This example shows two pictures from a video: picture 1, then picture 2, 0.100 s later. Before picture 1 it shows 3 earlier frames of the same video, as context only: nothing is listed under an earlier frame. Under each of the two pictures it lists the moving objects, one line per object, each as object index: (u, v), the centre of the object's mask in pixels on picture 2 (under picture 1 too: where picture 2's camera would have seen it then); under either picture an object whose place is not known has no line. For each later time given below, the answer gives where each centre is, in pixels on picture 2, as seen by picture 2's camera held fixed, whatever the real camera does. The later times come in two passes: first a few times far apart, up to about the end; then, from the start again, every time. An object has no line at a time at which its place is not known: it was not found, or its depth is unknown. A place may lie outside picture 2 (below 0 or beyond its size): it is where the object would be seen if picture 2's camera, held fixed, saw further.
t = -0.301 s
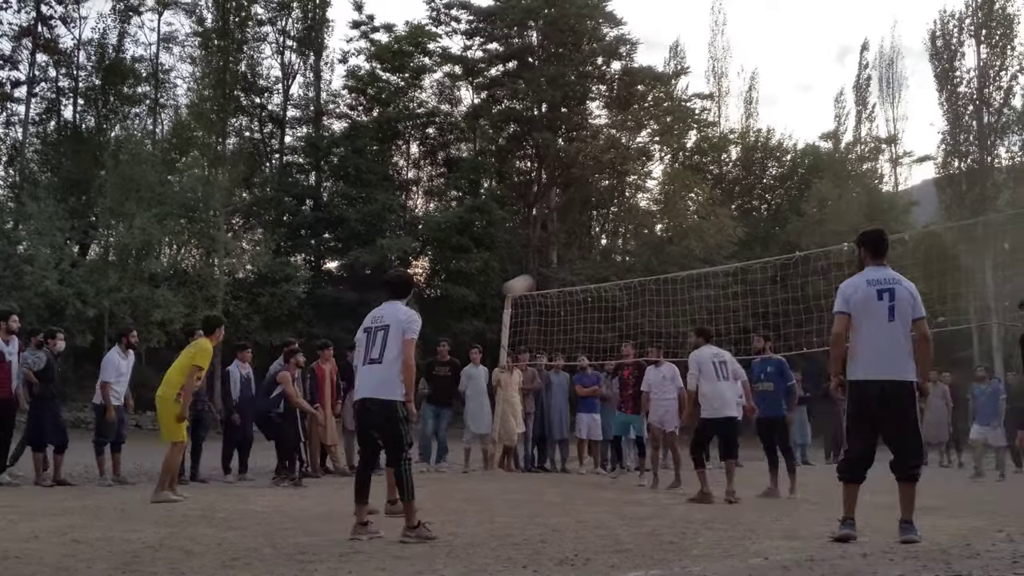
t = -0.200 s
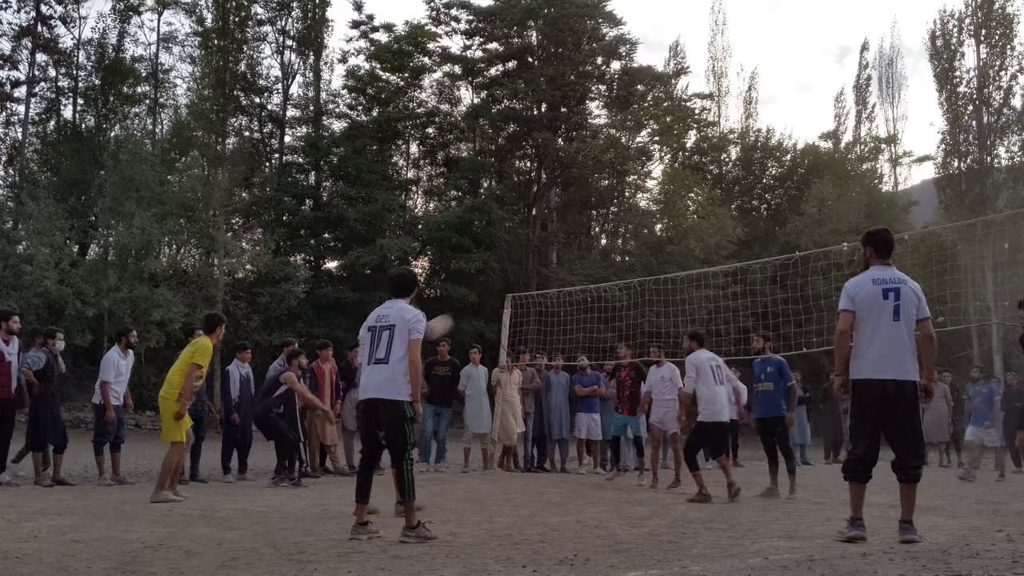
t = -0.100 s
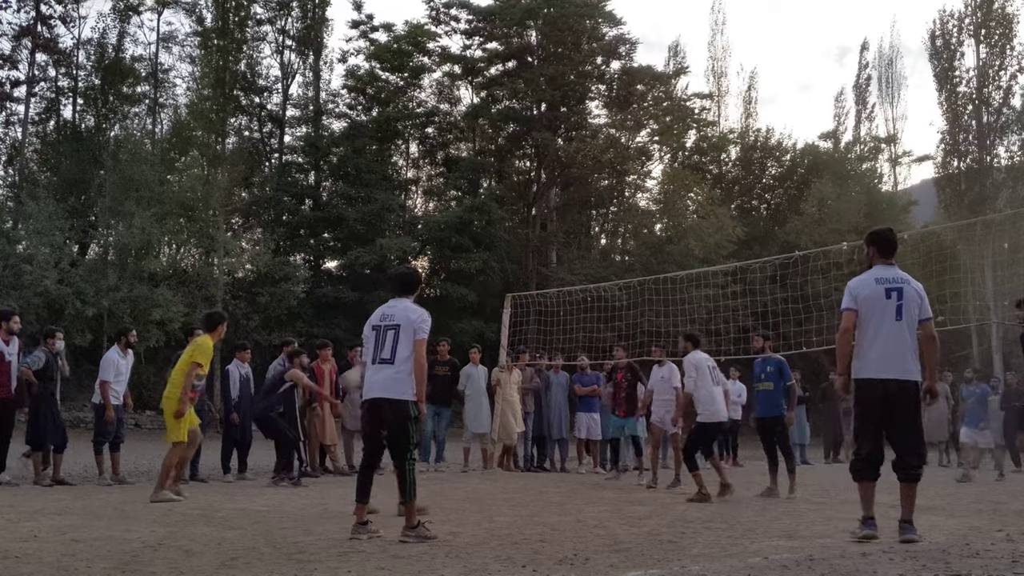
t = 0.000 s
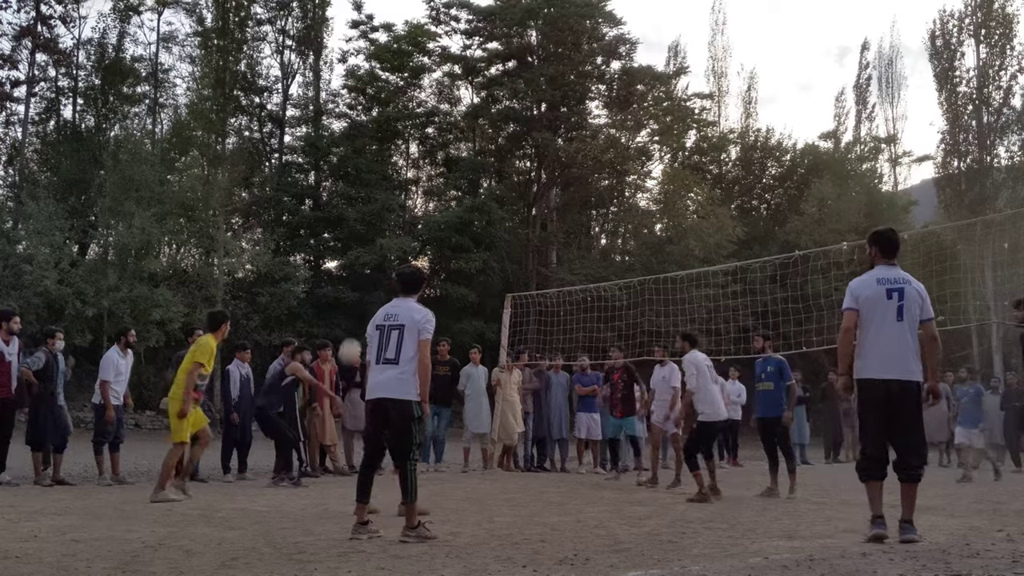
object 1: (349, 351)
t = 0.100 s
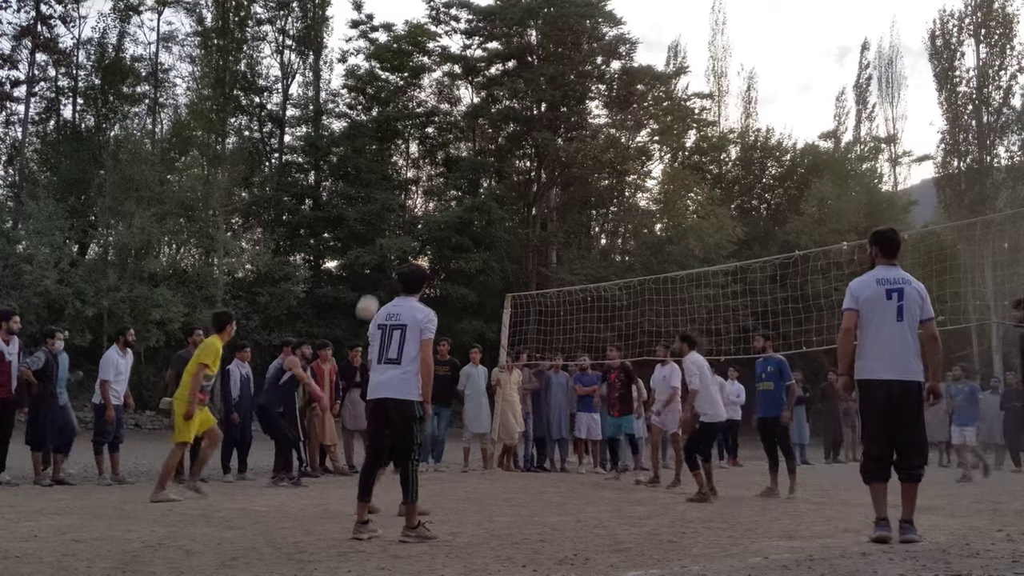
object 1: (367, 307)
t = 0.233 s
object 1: (389, 260)
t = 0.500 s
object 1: (439, 208)
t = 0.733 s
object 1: (488, 216)
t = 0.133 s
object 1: (372, 294)
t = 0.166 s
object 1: (378, 282)
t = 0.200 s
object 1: (384, 271)
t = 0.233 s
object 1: (389, 260)
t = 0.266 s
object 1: (395, 251)
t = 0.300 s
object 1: (402, 243)
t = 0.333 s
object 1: (408, 234)
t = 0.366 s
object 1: (414, 226)
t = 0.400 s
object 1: (420, 221)
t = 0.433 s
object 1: (427, 215)
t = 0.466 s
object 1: (433, 211)
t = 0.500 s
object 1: (439, 208)
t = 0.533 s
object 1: (446, 206)
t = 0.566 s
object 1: (453, 205)
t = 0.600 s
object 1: (460, 204)
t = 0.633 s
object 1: (467, 205)
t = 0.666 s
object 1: (474, 208)
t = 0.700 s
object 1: (481, 211)
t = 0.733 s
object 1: (488, 216)
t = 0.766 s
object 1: (496, 223)
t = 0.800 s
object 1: (504, 231)
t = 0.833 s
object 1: (512, 239)
